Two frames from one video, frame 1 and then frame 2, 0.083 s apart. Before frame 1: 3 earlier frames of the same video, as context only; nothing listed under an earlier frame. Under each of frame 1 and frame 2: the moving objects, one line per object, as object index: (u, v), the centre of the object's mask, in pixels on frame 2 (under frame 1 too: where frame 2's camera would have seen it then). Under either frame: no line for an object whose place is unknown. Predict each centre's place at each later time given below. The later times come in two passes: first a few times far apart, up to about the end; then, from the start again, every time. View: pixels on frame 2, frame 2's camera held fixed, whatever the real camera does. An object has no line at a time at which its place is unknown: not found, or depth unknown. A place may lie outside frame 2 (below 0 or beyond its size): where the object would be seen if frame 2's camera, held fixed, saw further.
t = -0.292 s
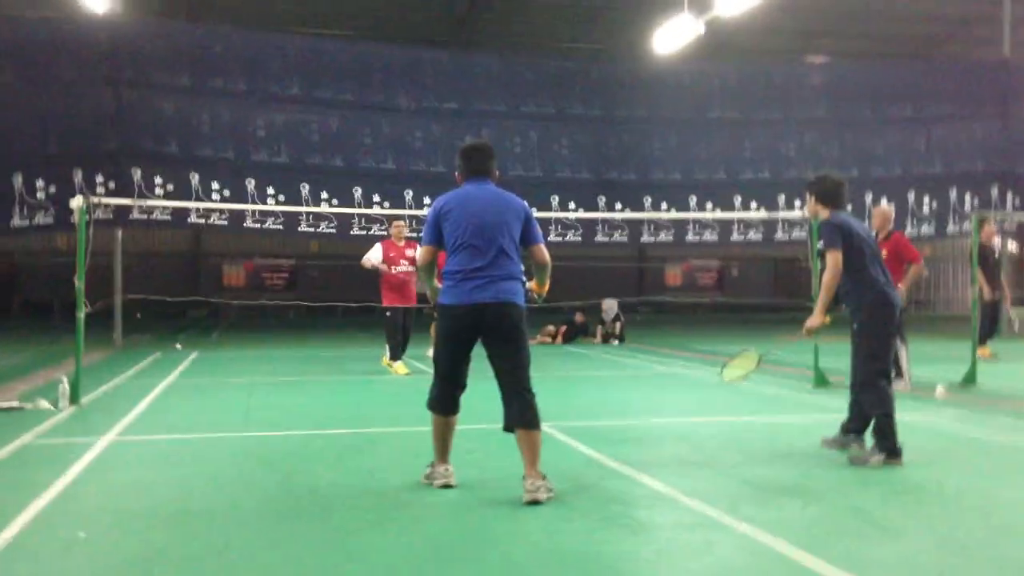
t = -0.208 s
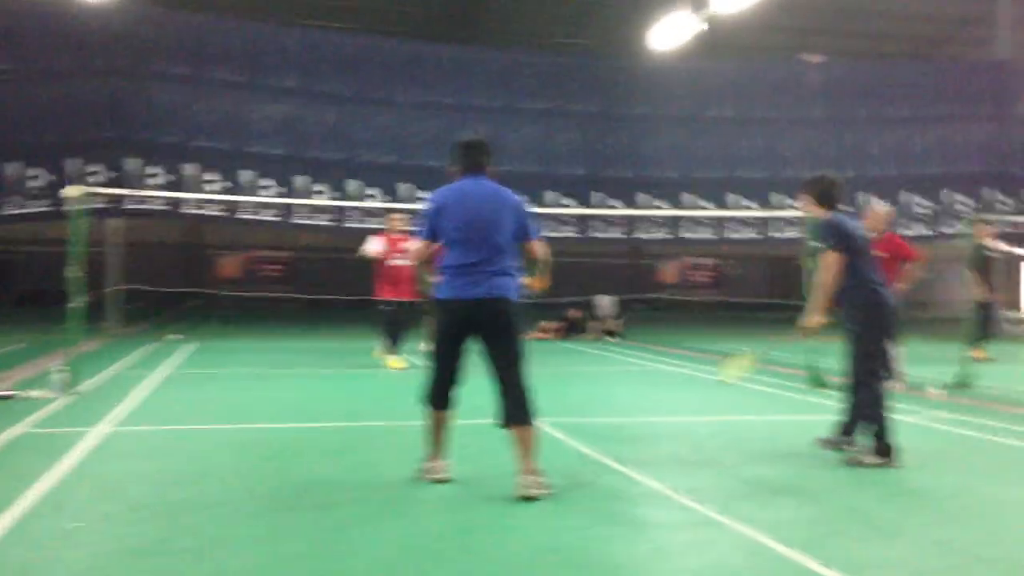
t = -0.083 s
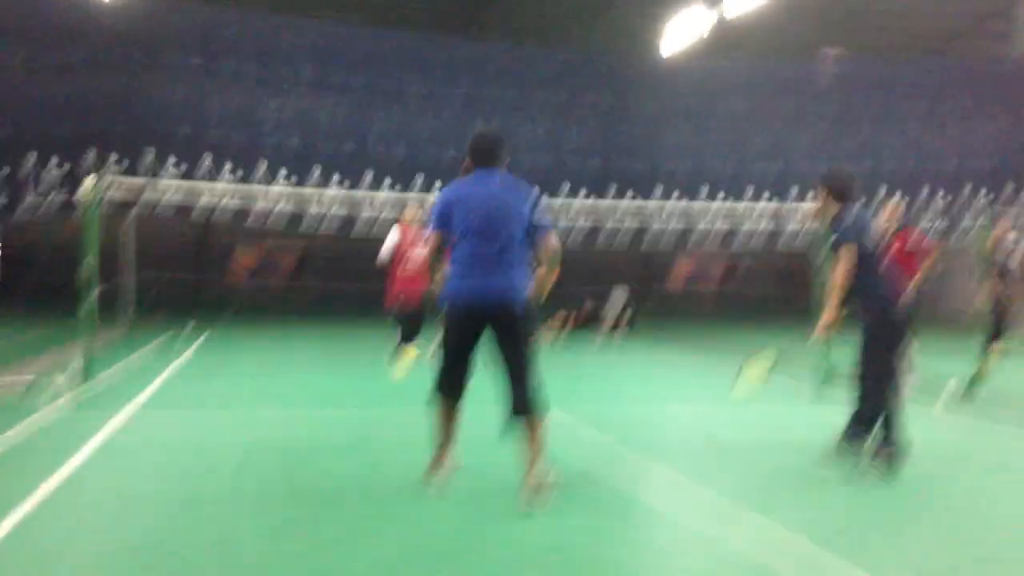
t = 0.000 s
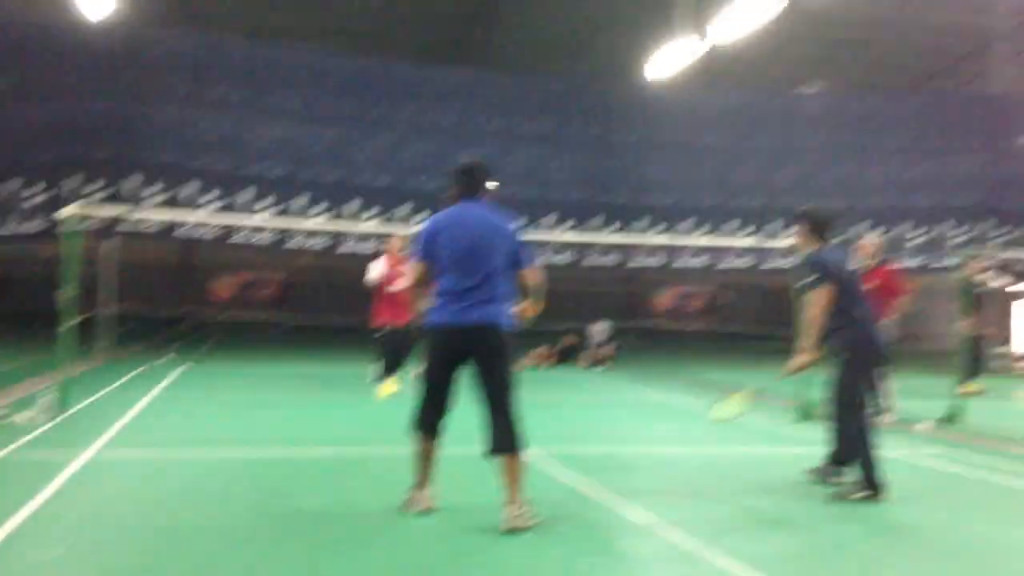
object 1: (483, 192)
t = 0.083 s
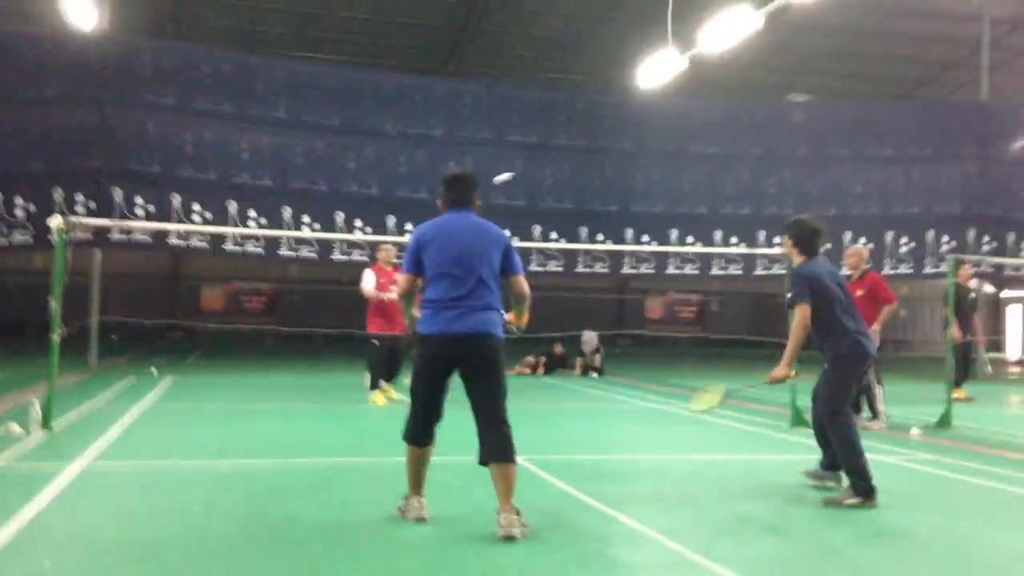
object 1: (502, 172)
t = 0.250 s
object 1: (547, 163)
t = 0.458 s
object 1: (599, 195)
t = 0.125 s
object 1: (512, 168)
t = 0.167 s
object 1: (523, 165)
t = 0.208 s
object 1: (535, 163)
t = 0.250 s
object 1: (547, 163)
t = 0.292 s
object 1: (557, 165)
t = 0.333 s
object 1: (565, 172)
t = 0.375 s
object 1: (577, 175)
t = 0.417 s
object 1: (588, 185)
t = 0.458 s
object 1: (599, 195)
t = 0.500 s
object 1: (609, 209)
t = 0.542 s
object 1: (619, 226)
